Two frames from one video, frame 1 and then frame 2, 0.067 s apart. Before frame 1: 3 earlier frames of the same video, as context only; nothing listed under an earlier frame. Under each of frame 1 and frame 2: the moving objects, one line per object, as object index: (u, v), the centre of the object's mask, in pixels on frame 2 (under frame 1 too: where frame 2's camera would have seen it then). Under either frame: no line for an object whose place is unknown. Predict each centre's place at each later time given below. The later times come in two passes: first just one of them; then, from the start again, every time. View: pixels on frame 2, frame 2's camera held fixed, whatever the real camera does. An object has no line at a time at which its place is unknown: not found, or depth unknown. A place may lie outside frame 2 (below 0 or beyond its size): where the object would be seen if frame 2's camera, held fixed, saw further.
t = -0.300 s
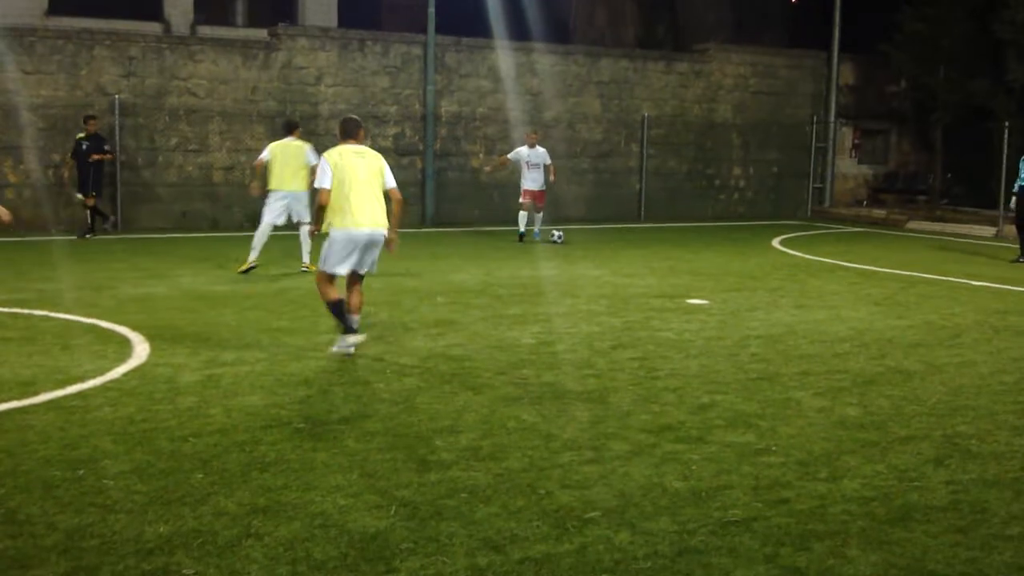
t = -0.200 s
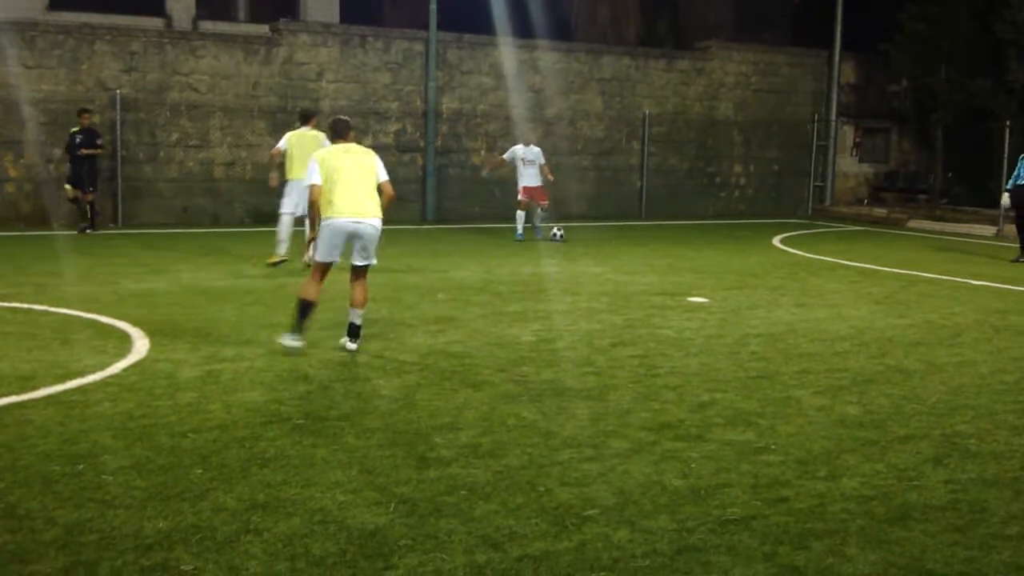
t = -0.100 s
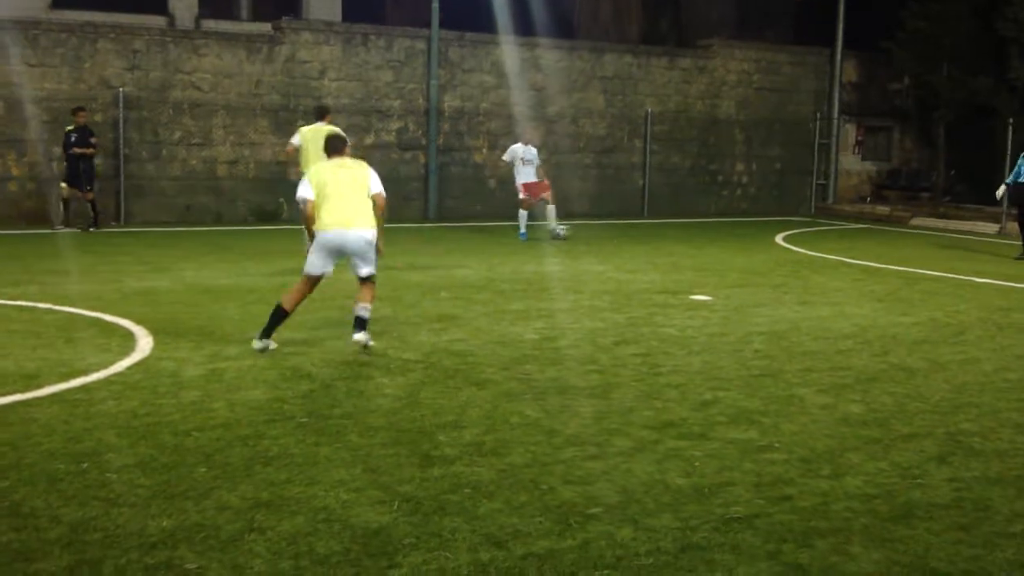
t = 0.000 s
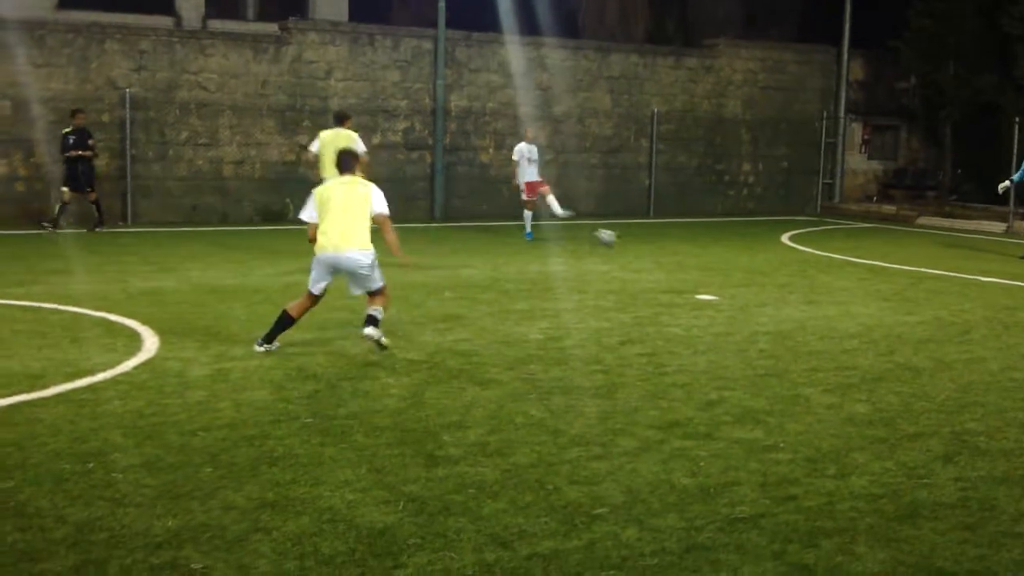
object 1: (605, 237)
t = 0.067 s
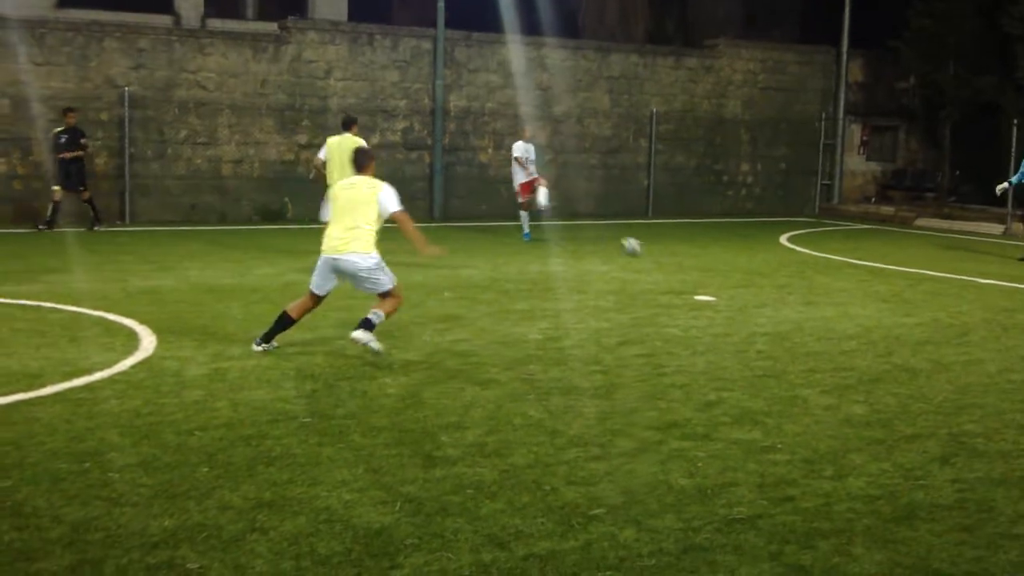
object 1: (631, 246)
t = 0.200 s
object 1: (687, 259)
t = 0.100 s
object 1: (646, 252)
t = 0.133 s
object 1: (659, 254)
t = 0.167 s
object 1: (672, 256)
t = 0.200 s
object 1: (687, 259)
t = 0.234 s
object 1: (703, 264)
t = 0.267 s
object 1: (718, 269)
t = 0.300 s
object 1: (731, 272)
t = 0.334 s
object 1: (744, 274)
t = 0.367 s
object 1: (759, 277)
